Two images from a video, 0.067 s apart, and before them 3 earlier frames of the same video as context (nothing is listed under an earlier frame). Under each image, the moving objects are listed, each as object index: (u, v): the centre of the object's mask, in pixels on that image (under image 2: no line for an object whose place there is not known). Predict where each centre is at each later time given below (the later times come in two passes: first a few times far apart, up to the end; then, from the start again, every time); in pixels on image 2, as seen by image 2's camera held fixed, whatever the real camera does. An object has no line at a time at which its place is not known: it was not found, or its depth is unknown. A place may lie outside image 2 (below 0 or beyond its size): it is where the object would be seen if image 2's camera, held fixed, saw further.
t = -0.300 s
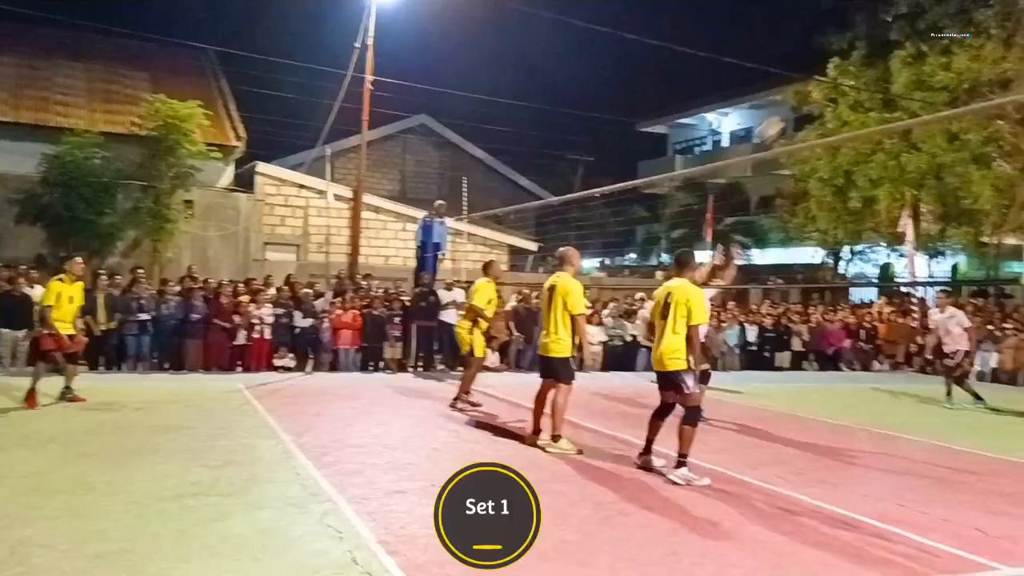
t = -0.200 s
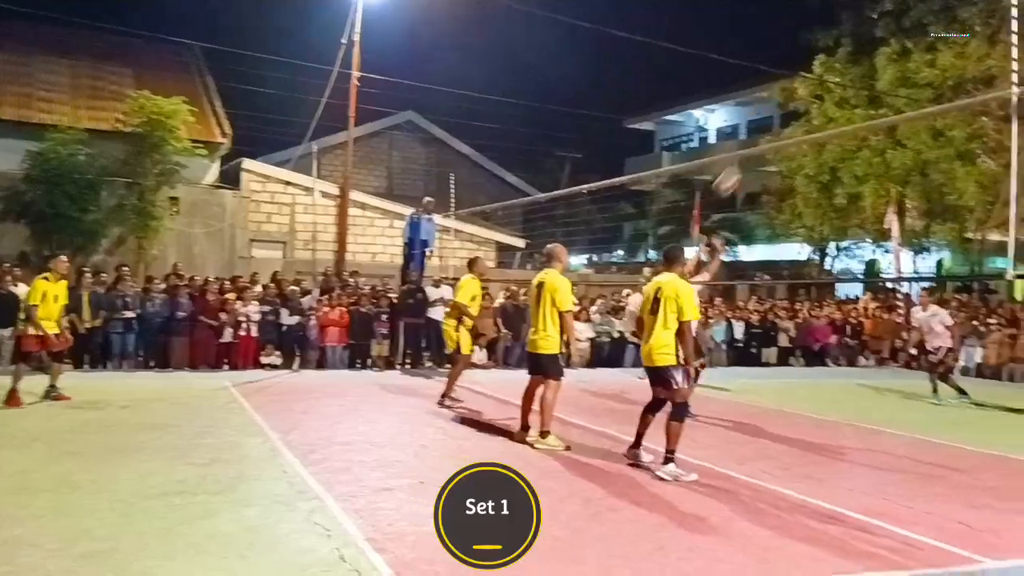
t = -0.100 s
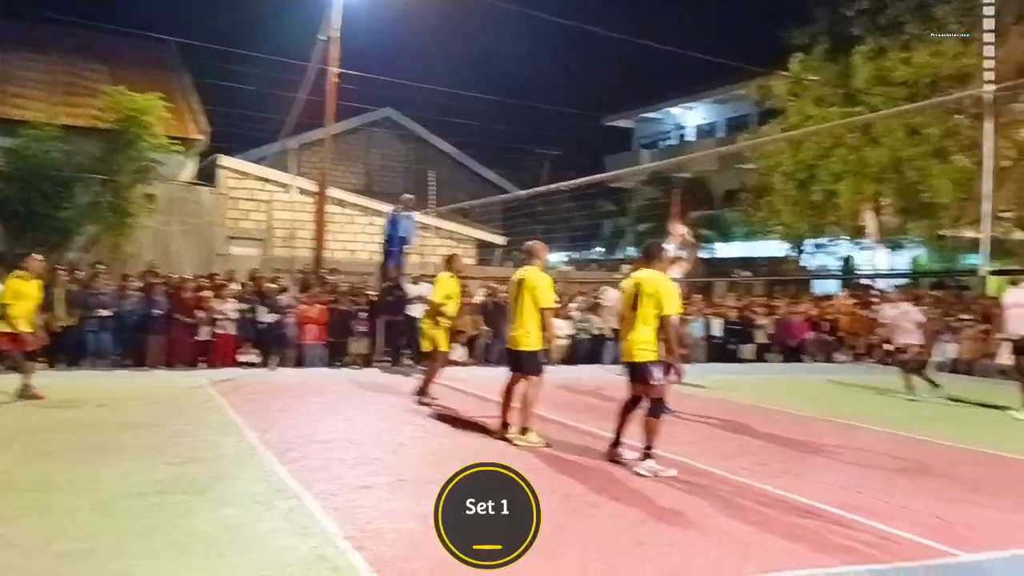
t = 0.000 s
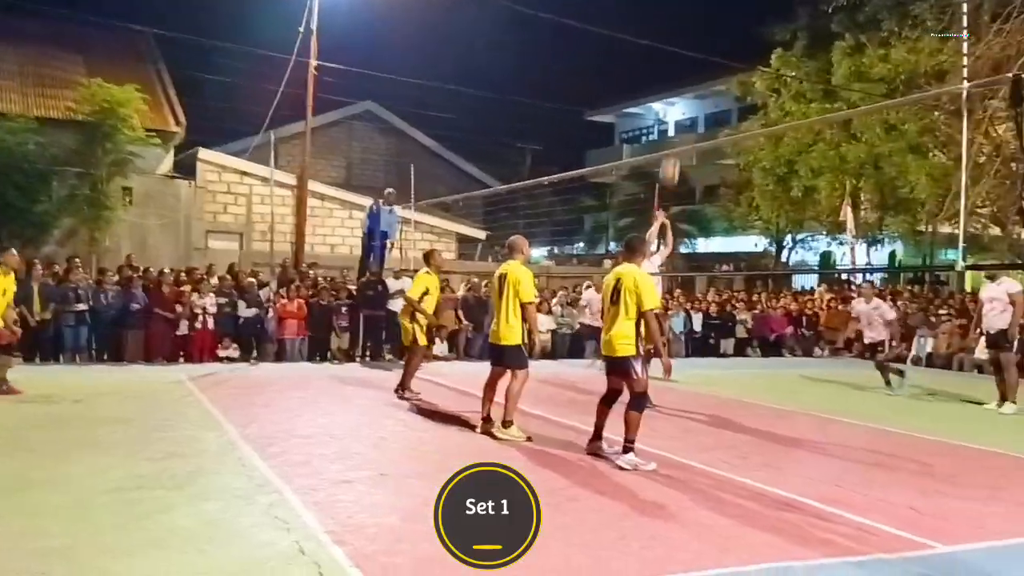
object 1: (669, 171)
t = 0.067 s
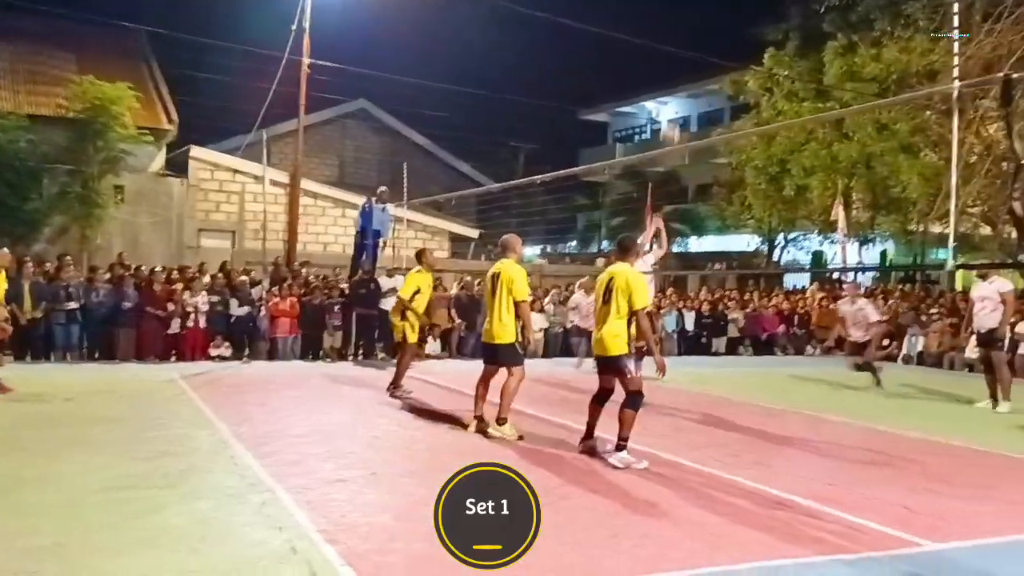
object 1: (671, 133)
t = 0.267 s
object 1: (691, 51)
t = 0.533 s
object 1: (716, -1)
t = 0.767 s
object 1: (734, 7)
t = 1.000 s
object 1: (749, 62)
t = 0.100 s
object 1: (674, 122)
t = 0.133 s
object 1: (678, 100)
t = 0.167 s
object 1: (682, 86)
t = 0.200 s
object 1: (685, 74)
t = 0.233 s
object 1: (688, 62)
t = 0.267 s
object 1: (691, 51)
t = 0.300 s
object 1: (695, 40)
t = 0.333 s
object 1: (698, 31)
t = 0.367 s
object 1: (701, 23)
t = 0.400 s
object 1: (704, 16)
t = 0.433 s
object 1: (707, 11)
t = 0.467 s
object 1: (710, 6)
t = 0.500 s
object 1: (713, 2)
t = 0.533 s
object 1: (716, -1)
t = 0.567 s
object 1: (719, -3)
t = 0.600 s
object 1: (721, -4)
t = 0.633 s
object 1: (724, -4)
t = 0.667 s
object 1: (727, -3)
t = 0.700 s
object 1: (729, -1)
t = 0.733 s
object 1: (732, 2)
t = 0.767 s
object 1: (734, 7)
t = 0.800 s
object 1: (737, 12)
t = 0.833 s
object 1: (739, 18)
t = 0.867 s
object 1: (741, 25)
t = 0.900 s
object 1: (743, 33)
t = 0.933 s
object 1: (745, 43)
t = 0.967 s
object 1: (747, 52)
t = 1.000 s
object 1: (749, 62)
